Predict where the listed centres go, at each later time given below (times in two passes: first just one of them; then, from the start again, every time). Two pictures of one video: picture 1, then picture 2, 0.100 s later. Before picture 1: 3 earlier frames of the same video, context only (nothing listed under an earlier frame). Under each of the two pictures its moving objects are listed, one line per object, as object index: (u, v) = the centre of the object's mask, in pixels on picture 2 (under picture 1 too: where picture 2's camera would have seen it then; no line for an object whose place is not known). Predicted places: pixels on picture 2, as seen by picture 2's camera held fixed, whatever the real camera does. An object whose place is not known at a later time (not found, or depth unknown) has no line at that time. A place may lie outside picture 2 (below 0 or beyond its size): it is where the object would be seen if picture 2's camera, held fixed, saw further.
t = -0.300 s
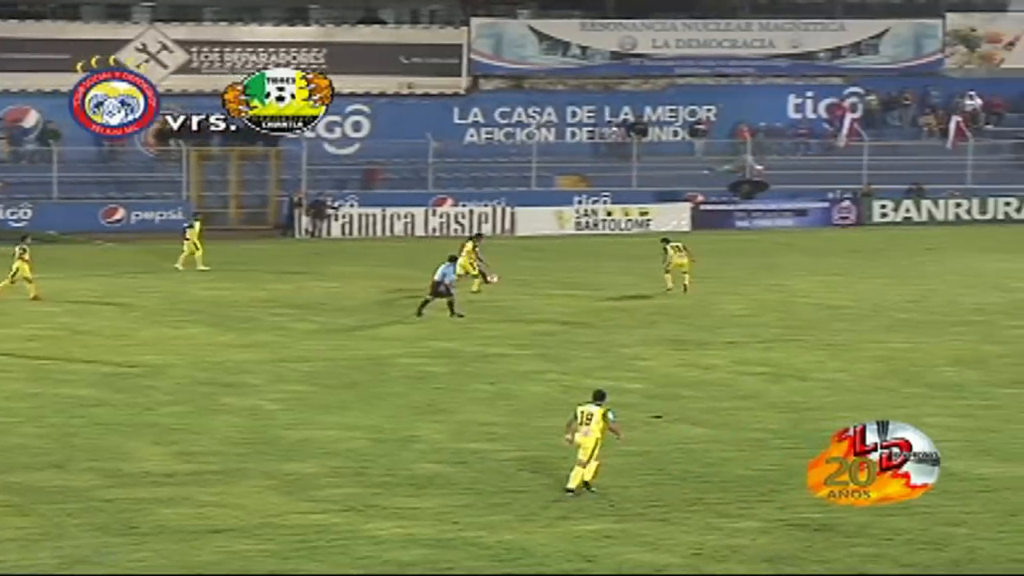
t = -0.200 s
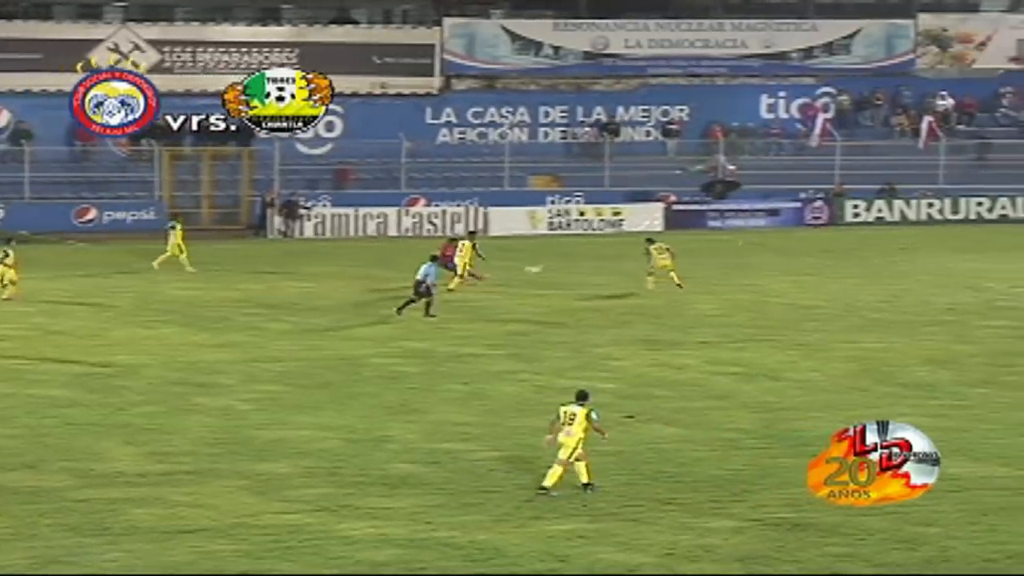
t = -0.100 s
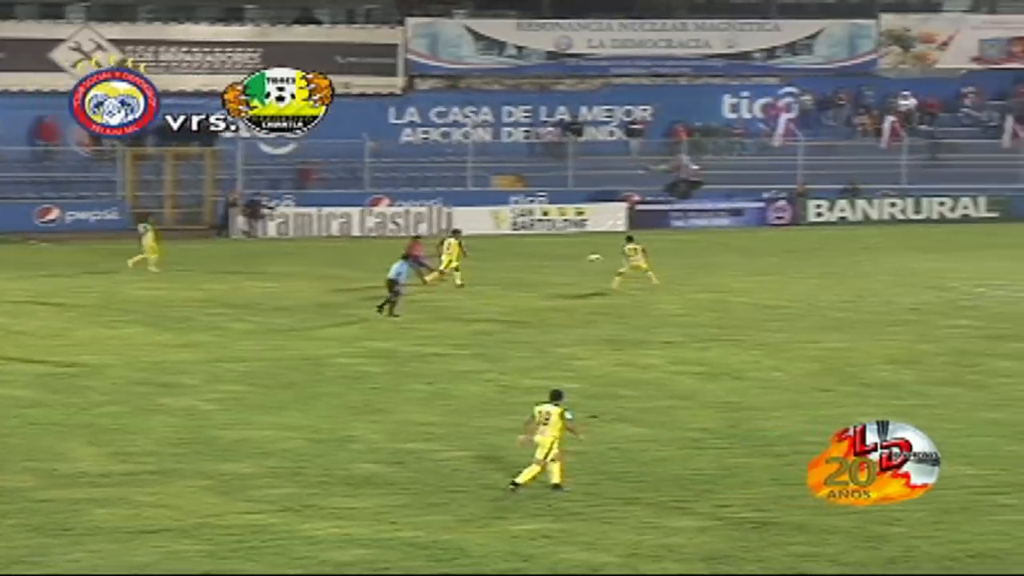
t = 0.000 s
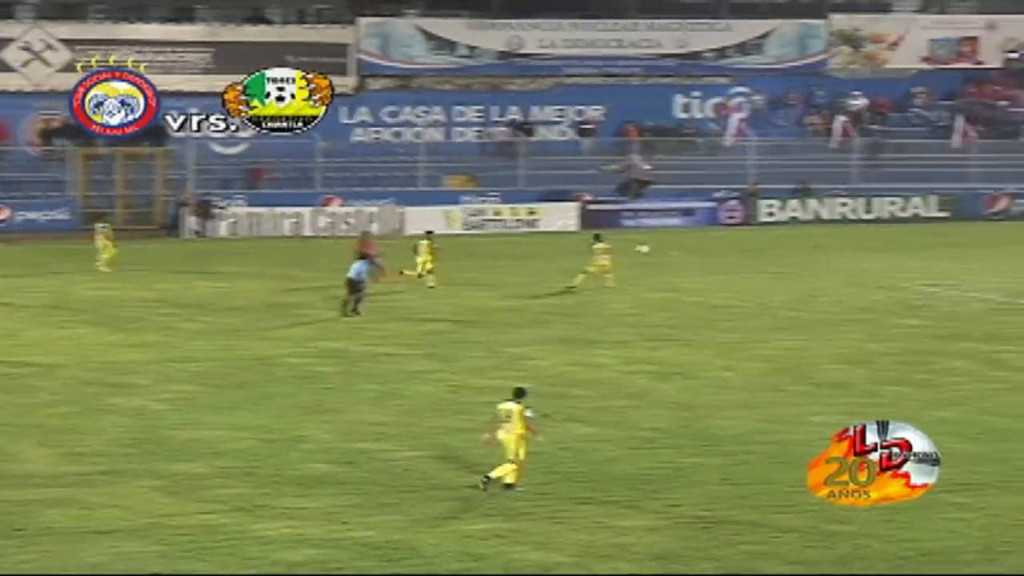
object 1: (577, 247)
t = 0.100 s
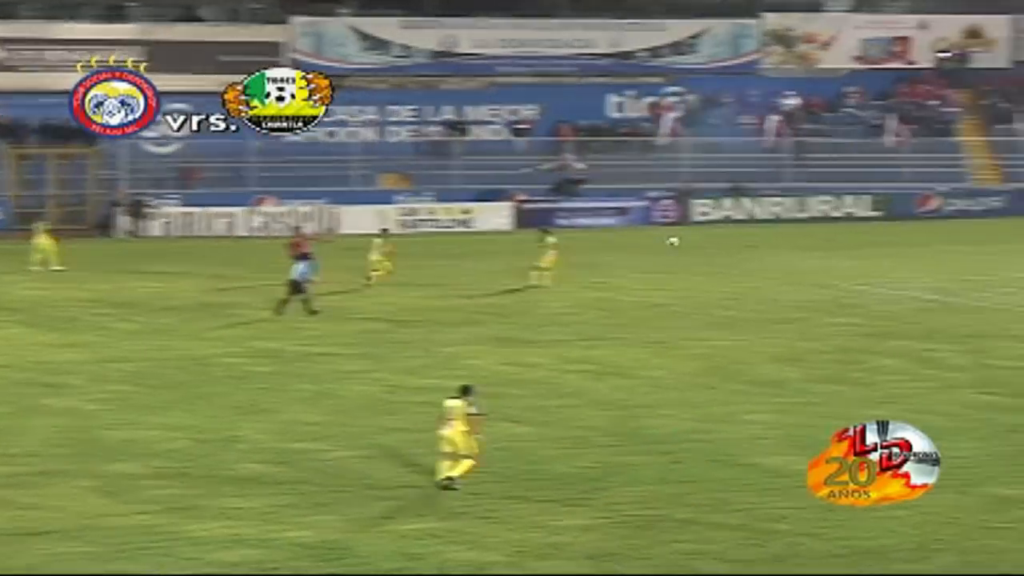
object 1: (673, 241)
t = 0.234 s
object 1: (806, 234)
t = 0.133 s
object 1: (706, 238)
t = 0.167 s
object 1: (739, 235)
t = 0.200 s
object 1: (773, 235)
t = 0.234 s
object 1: (806, 234)
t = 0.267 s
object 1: (839, 232)
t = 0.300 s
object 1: (872, 231)
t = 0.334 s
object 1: (905, 231)
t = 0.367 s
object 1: (936, 231)
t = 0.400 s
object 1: (970, 232)
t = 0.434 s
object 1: (1002, 233)
